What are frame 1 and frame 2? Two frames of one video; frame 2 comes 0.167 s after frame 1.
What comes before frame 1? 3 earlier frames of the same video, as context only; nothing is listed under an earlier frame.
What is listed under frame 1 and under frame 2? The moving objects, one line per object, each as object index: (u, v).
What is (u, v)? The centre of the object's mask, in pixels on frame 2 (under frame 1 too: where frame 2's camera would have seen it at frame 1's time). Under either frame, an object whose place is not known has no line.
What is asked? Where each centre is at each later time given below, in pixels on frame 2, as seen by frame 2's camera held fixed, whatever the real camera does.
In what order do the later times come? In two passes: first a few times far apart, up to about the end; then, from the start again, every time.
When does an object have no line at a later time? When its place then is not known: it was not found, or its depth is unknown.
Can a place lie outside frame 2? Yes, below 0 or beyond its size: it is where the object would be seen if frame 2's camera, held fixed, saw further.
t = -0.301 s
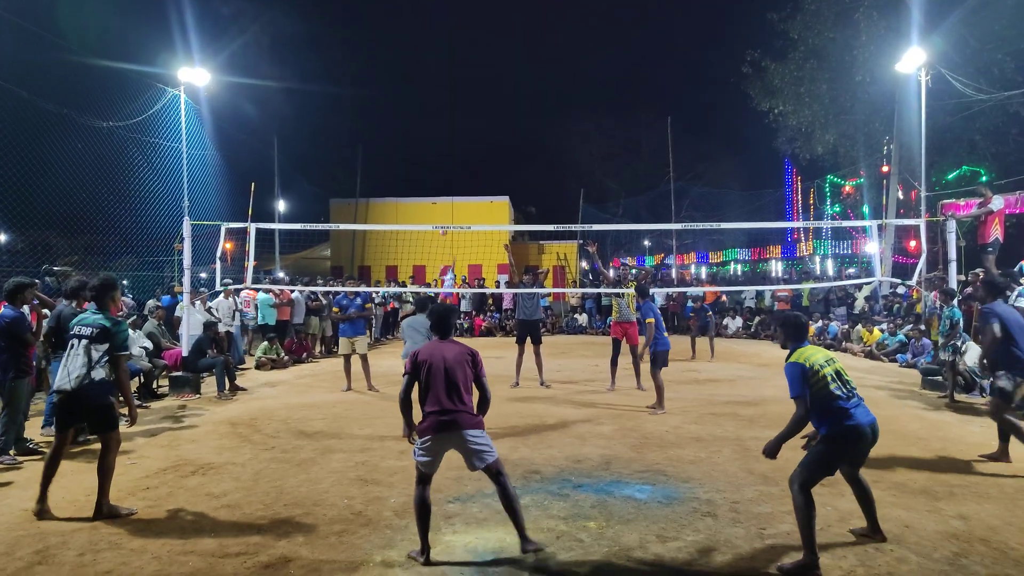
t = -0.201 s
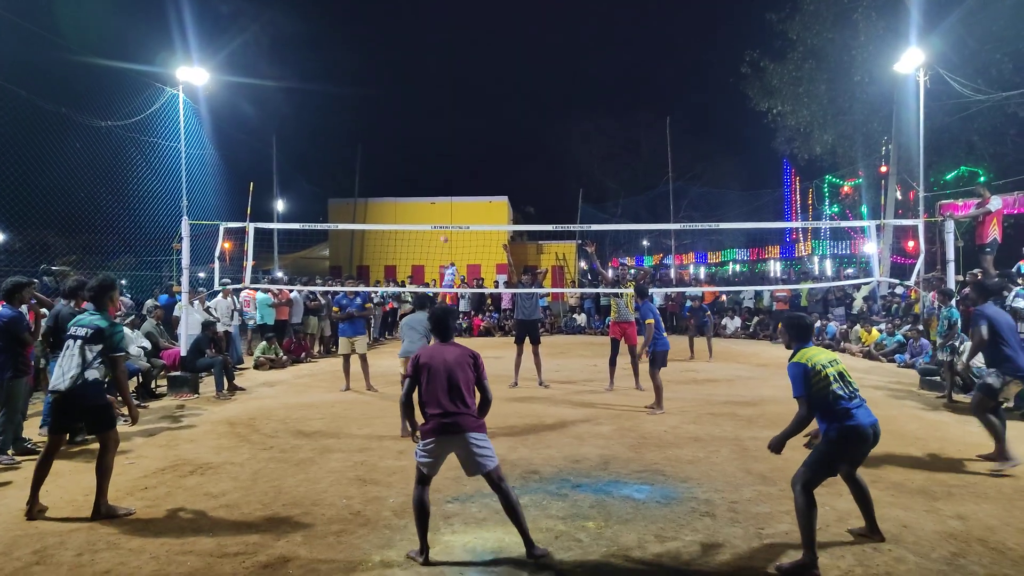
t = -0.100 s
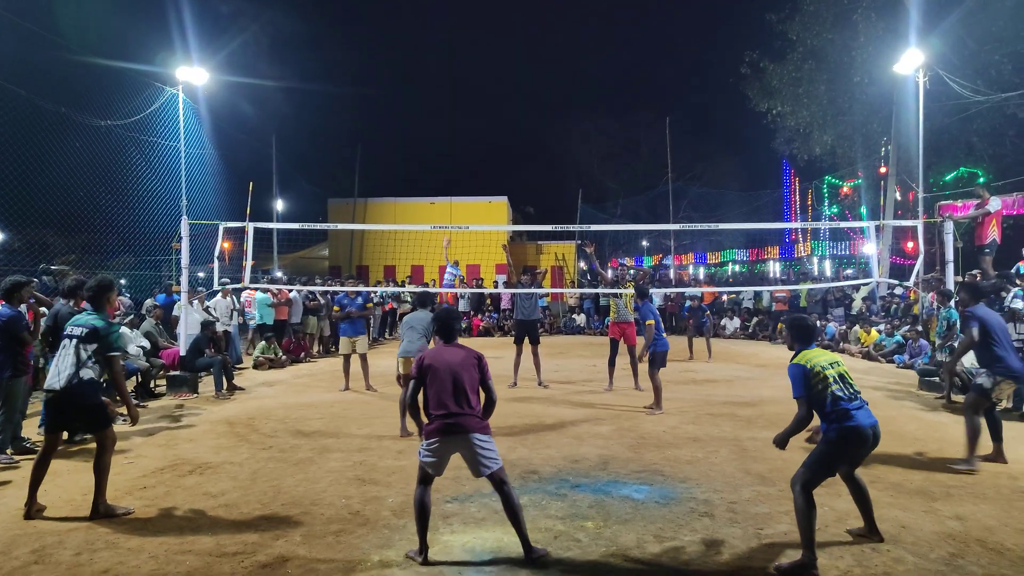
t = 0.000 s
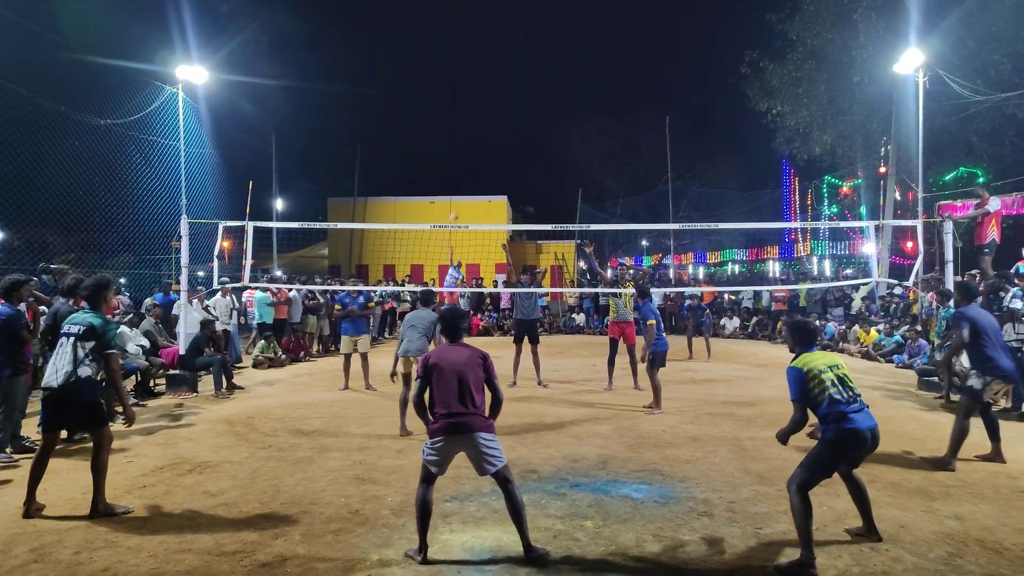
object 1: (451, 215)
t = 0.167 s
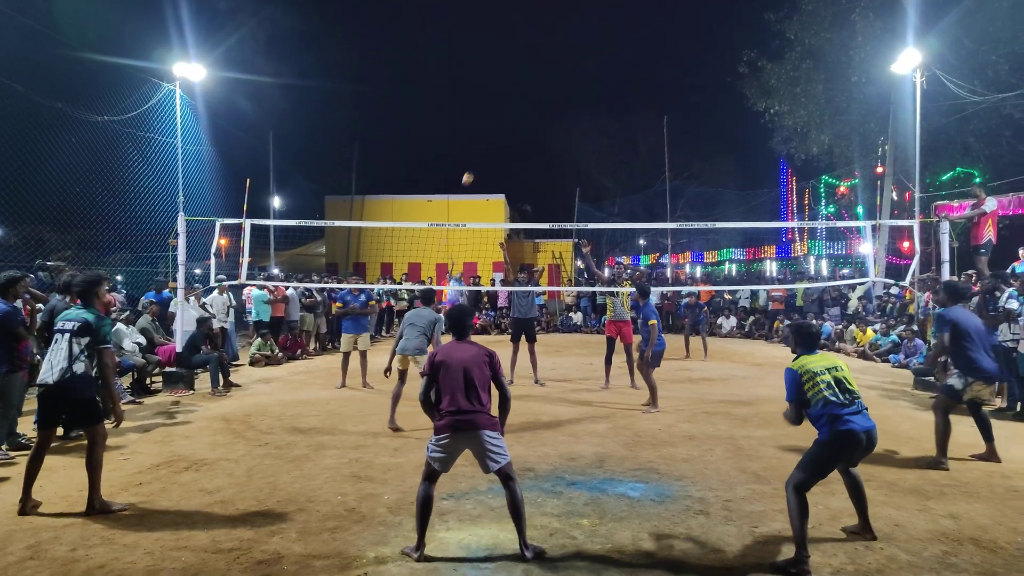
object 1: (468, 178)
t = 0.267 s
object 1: (480, 160)
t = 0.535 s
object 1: (524, 132)
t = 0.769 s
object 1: (586, 150)
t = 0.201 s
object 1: (472, 172)
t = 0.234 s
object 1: (475, 166)
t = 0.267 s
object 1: (480, 160)
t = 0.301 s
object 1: (484, 155)
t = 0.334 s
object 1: (489, 150)
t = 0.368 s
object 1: (494, 145)
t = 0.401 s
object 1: (499, 142)
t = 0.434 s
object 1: (505, 138)
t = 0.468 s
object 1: (511, 136)
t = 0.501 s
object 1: (518, 134)
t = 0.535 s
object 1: (524, 132)
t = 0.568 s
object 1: (531, 132)
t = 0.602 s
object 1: (539, 132)
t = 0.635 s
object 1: (547, 134)
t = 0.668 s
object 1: (556, 136)
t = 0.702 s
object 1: (565, 139)
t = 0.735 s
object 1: (576, 144)
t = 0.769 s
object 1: (586, 150)
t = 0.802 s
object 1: (598, 157)
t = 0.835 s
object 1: (610, 167)
